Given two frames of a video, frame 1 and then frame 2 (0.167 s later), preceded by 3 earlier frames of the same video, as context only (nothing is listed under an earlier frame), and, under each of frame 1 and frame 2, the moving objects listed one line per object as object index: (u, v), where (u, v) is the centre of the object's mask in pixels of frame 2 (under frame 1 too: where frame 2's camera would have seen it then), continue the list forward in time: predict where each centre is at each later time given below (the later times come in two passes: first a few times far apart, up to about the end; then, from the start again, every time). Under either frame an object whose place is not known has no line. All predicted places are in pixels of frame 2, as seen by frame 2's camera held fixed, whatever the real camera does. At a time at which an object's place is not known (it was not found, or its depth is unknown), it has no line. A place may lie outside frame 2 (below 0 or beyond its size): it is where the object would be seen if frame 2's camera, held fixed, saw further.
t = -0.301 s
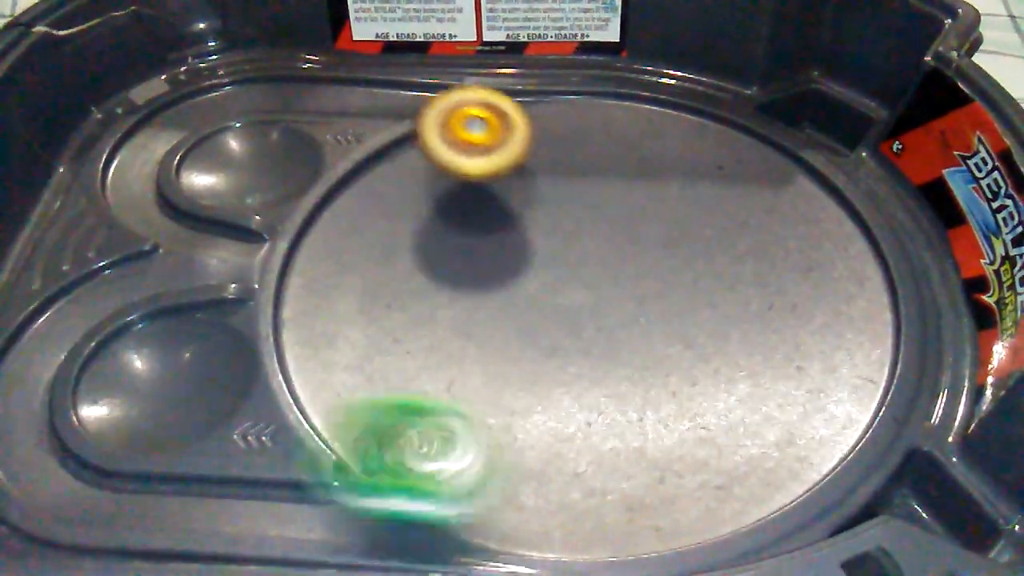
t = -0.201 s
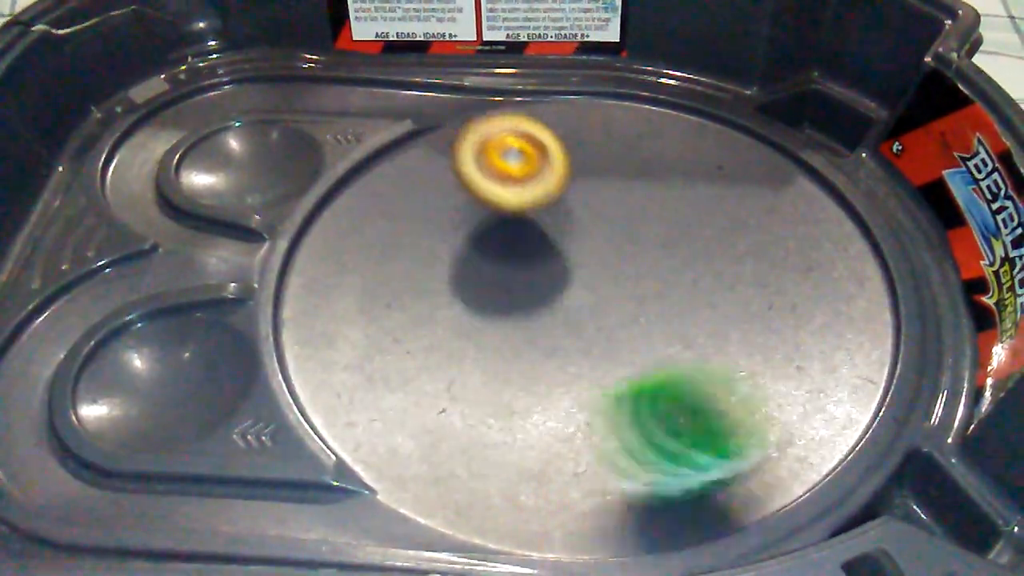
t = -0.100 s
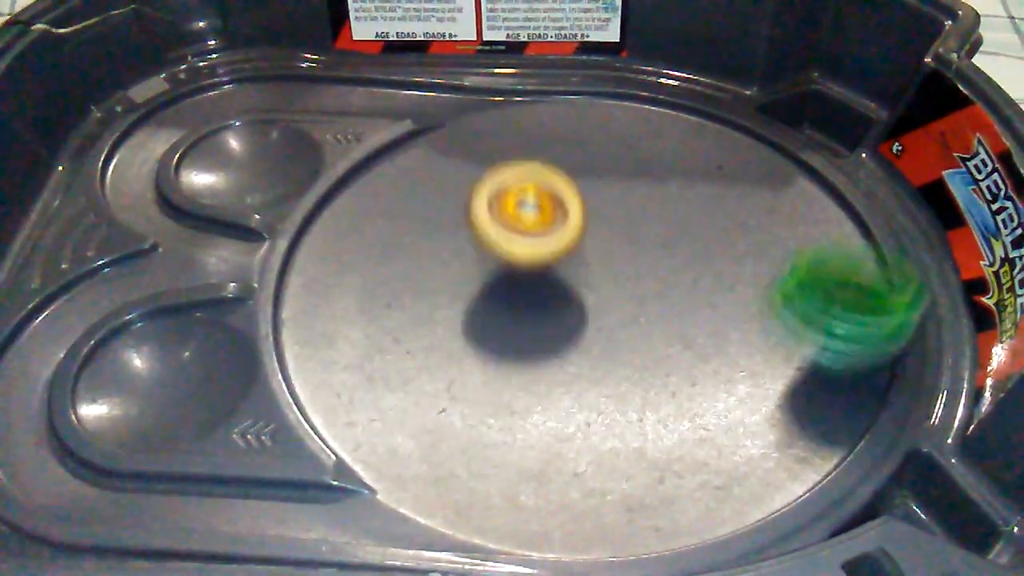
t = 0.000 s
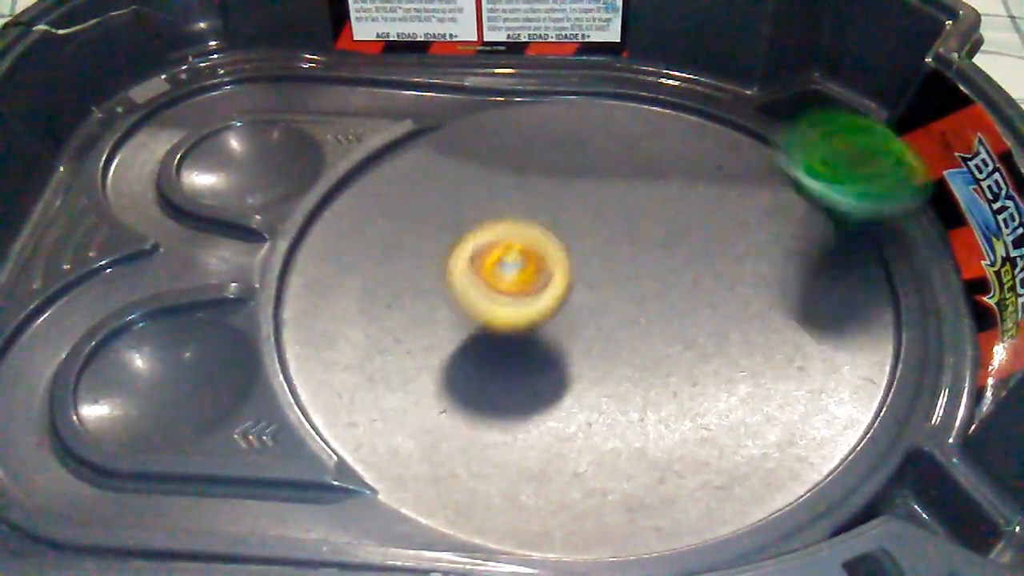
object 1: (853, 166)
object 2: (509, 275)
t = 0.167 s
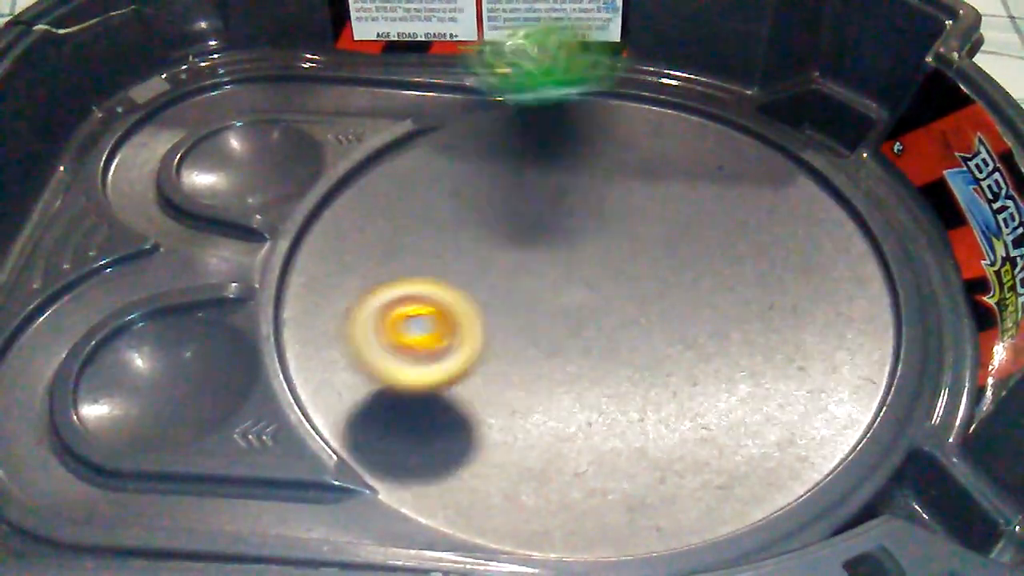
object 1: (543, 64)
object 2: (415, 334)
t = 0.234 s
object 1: (391, 70)
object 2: (372, 336)
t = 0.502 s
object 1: (281, 208)
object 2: (377, 303)
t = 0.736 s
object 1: (503, 243)
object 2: (696, 399)
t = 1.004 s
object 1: (625, 246)
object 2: (655, 447)
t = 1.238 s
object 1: (515, 195)
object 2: (618, 361)
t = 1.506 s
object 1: (325, 281)
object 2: (696, 257)
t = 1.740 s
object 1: (633, 378)
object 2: (751, 220)
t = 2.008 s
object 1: (811, 253)
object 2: (690, 151)
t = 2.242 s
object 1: (597, 252)
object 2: (604, 95)
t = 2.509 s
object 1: (492, 432)
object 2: (510, 100)
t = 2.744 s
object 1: (696, 369)
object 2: (395, 162)
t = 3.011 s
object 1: (512, 195)
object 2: (309, 252)
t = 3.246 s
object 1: (357, 233)
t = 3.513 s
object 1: (522, 290)
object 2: (519, 489)
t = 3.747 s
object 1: (629, 238)
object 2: (647, 421)
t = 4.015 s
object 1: (588, 235)
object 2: (699, 302)
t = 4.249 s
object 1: (543, 287)
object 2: (711, 214)
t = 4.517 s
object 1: (543, 326)
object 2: (660, 160)
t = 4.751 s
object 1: (554, 314)
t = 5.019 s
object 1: (539, 289)
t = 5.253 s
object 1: (528, 278)
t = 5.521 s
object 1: (527, 282)
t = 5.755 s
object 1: (541, 296)
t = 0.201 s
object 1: (465, 67)
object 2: (394, 337)
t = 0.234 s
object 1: (391, 70)
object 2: (372, 336)
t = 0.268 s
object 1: (316, 64)
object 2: (352, 333)
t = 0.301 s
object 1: (242, 62)
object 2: (335, 329)
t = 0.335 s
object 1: (171, 64)
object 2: (326, 322)
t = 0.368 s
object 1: (122, 99)
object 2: (323, 315)
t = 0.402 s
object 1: (120, 148)
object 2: (325, 306)
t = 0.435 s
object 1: (163, 184)
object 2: (331, 297)
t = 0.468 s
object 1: (235, 206)
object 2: (340, 292)
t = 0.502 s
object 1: (281, 208)
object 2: (377, 303)
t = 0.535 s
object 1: (305, 205)
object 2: (441, 318)
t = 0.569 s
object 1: (338, 223)
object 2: (497, 335)
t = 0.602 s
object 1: (372, 227)
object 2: (549, 349)
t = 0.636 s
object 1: (403, 233)
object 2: (595, 363)
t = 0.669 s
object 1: (437, 237)
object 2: (635, 375)
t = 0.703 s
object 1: (471, 241)
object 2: (667, 386)
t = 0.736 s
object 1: (503, 243)
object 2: (696, 399)
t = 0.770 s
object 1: (531, 246)
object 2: (716, 412)
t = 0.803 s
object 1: (556, 249)
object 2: (731, 426)
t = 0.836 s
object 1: (577, 250)
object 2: (738, 440)
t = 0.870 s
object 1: (594, 251)
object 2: (738, 456)
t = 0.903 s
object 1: (608, 250)
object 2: (731, 465)
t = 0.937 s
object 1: (618, 249)
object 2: (706, 460)
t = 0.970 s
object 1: (624, 248)
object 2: (678, 455)
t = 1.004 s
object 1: (625, 246)
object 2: (655, 447)
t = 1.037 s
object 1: (623, 242)
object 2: (633, 437)
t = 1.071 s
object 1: (615, 237)
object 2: (619, 428)
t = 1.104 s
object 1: (603, 231)
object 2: (611, 417)
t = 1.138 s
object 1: (587, 223)
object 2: (608, 404)
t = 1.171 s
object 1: (568, 214)
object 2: (608, 391)
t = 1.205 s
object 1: (542, 205)
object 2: (613, 376)
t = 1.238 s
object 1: (515, 195)
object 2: (618, 361)
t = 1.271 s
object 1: (487, 187)
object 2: (626, 346)
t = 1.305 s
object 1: (454, 184)
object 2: (635, 330)
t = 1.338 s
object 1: (420, 185)
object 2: (645, 315)
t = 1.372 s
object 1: (389, 193)
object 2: (655, 302)
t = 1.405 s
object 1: (360, 206)
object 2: (665, 289)
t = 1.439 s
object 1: (338, 225)
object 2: (675, 278)
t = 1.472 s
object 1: (325, 252)
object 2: (685, 267)
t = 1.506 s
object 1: (325, 281)
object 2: (696, 257)
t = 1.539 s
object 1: (337, 308)
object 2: (705, 248)
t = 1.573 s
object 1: (366, 341)
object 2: (715, 241)
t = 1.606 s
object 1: (407, 365)
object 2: (724, 234)
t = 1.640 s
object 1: (455, 382)
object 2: (732, 230)
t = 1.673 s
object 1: (513, 391)
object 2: (739, 225)
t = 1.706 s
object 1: (576, 390)
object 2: (746, 222)
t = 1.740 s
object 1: (633, 378)
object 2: (751, 220)
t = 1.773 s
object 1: (686, 357)
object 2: (753, 219)
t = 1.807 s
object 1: (729, 332)
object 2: (752, 220)
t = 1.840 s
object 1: (758, 316)
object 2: (741, 208)
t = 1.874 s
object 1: (787, 313)
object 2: (728, 191)
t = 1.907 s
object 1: (809, 303)
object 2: (716, 177)
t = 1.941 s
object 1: (820, 290)
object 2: (706, 167)
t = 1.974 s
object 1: (821, 273)
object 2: (698, 158)
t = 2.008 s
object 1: (811, 253)
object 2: (690, 151)
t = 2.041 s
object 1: (791, 232)
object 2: (684, 144)
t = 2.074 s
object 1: (758, 214)
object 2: (677, 139)
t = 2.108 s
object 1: (729, 211)
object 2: (661, 128)
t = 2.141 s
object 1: (697, 215)
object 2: (644, 117)
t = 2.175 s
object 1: (665, 223)
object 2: (629, 107)
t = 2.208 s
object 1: (629, 237)
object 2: (616, 101)
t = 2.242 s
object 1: (597, 252)
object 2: (604, 95)
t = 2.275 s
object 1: (565, 271)
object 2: (593, 91)
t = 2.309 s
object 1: (536, 292)
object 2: (581, 88)
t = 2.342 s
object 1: (510, 316)
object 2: (570, 87)
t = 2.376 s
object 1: (490, 341)
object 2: (558, 87)
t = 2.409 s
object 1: (478, 364)
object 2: (547, 88)
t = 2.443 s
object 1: (474, 389)
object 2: (535, 91)
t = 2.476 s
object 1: (479, 412)
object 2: (523, 95)
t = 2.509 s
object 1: (492, 432)
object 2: (510, 100)
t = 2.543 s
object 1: (516, 445)
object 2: (496, 107)
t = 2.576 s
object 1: (548, 454)
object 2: (481, 115)
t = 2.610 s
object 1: (587, 456)
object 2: (466, 123)
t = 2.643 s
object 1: (627, 445)
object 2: (448, 132)
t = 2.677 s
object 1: (660, 425)
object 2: (430, 142)
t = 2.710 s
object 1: (686, 399)
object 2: (412, 152)
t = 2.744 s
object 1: (696, 369)
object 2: (395, 162)
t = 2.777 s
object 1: (694, 337)
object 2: (378, 174)
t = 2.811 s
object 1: (682, 302)
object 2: (362, 185)
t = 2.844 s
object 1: (664, 274)
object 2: (347, 195)
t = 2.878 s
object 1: (639, 250)
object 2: (333, 205)
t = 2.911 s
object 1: (612, 229)
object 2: (319, 216)
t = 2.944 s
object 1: (581, 214)
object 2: (307, 226)
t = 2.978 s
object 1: (547, 202)
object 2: (304, 239)
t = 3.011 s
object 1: (512, 195)
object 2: (309, 252)
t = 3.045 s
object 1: (476, 194)
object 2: (312, 266)
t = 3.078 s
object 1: (441, 199)
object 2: (318, 279)
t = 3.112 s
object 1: (405, 210)
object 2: (322, 292)
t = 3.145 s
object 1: (381, 218)
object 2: (323, 314)
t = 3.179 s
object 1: (366, 220)
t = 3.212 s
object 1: (359, 224)
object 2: (332, 366)
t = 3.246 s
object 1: (357, 233)
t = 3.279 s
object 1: (361, 241)
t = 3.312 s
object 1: (372, 254)
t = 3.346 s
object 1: (386, 265)
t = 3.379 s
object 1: (408, 275)
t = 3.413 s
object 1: (435, 285)
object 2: (453, 464)
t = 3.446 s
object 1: (461, 290)
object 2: (475, 473)
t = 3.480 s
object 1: (491, 292)
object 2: (497, 481)
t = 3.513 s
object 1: (522, 290)
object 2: (519, 489)
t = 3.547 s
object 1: (548, 286)
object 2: (540, 487)
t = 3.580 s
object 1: (570, 279)
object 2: (561, 479)
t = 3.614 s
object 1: (589, 271)
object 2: (583, 470)
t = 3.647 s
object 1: (604, 262)
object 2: (600, 460)
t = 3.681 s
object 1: (616, 253)
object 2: (619, 449)
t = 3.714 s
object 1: (625, 246)
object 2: (635, 435)
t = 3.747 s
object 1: (629, 238)
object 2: (647, 421)
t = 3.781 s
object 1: (628, 232)
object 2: (661, 406)
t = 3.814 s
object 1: (626, 227)
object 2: (671, 390)
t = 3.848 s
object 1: (623, 225)
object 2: (678, 375)
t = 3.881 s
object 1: (616, 223)
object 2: (686, 360)
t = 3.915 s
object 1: (609, 224)
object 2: (689, 344)
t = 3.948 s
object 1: (602, 227)
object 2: (694, 329)
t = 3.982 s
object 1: (595, 230)
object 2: (696, 315)
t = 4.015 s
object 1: (588, 235)
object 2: (699, 302)
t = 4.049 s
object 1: (580, 243)
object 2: (701, 287)
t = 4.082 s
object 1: (573, 250)
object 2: (704, 274)
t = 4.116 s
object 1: (565, 256)
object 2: (706, 262)
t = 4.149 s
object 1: (557, 264)
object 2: (709, 249)
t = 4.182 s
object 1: (552, 272)
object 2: (711, 237)
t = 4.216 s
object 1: (546, 279)
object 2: (711, 225)
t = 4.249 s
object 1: (543, 287)
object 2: (711, 214)
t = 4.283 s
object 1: (541, 295)
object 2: (709, 204)
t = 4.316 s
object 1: (538, 302)
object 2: (707, 194)
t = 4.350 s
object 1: (536, 307)
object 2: (703, 188)
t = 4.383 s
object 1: (537, 313)
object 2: (699, 181)
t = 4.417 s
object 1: (539, 318)
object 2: (692, 175)
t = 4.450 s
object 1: (540, 320)
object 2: (683, 169)
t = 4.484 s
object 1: (541, 323)
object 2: (672, 165)
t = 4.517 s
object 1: (543, 326)
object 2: (660, 160)
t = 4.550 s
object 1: (545, 326)
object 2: (648, 155)
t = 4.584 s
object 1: (547, 325)
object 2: (634, 151)
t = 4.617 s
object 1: (550, 325)
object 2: (619, 148)
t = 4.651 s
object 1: (551, 323)
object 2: (605, 145)
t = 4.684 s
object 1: (553, 320)
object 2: (589, 144)
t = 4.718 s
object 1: (554, 316)
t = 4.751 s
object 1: (554, 314)
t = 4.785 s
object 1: (554, 311)
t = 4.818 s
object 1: (552, 306)
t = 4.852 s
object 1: (552, 302)
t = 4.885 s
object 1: (549, 299)
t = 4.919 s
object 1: (547, 297)
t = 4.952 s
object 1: (545, 293)
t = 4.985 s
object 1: (543, 290)
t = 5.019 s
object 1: (539, 289)
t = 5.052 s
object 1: (537, 286)
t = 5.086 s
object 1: (535, 283)
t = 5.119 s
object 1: (533, 283)
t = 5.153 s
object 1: (531, 282)
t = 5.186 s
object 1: (530, 280)
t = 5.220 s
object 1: (529, 278)
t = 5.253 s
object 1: (528, 278)
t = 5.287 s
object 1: (528, 278)
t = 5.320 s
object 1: (526, 277)
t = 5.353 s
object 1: (526, 277)
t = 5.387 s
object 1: (527, 277)
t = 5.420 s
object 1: (526, 279)
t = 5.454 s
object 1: (525, 280)
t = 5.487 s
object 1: (526, 281)
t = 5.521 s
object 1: (527, 282)
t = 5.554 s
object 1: (528, 285)
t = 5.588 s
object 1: (530, 287)
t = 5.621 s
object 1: (530, 288)
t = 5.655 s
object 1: (532, 290)
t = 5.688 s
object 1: (536, 292)
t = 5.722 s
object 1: (539, 294)
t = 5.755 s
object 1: (541, 296)
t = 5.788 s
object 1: (543, 297)
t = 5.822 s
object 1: (547, 297)
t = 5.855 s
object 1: (551, 297)
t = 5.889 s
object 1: (555, 297)
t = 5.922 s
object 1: (556, 297)
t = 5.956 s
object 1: (557, 297)
